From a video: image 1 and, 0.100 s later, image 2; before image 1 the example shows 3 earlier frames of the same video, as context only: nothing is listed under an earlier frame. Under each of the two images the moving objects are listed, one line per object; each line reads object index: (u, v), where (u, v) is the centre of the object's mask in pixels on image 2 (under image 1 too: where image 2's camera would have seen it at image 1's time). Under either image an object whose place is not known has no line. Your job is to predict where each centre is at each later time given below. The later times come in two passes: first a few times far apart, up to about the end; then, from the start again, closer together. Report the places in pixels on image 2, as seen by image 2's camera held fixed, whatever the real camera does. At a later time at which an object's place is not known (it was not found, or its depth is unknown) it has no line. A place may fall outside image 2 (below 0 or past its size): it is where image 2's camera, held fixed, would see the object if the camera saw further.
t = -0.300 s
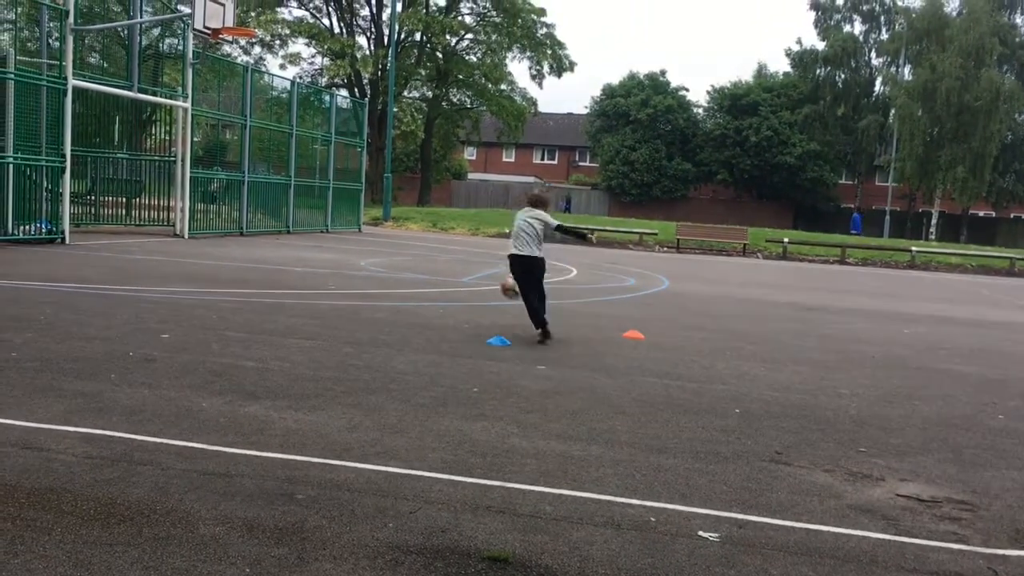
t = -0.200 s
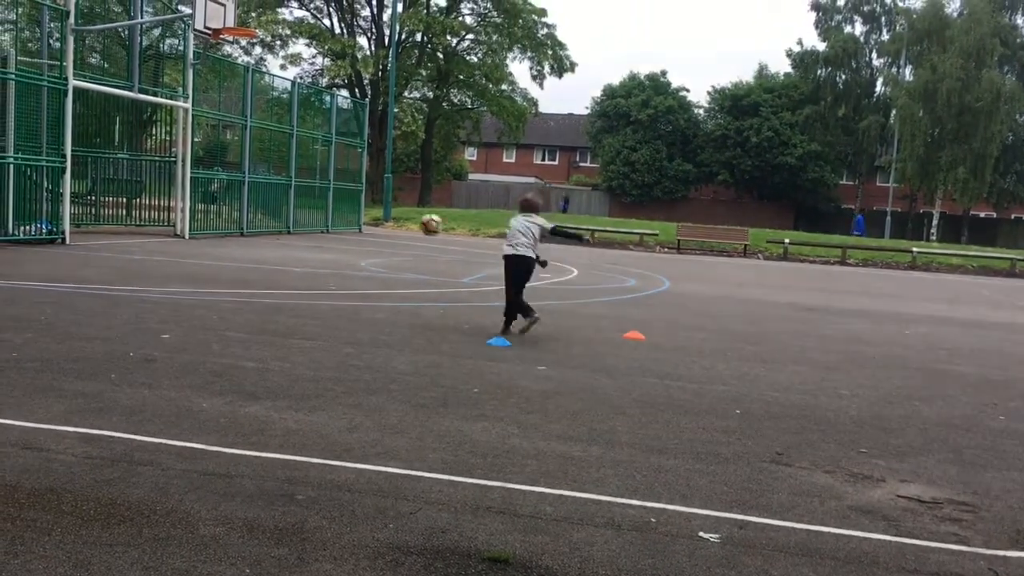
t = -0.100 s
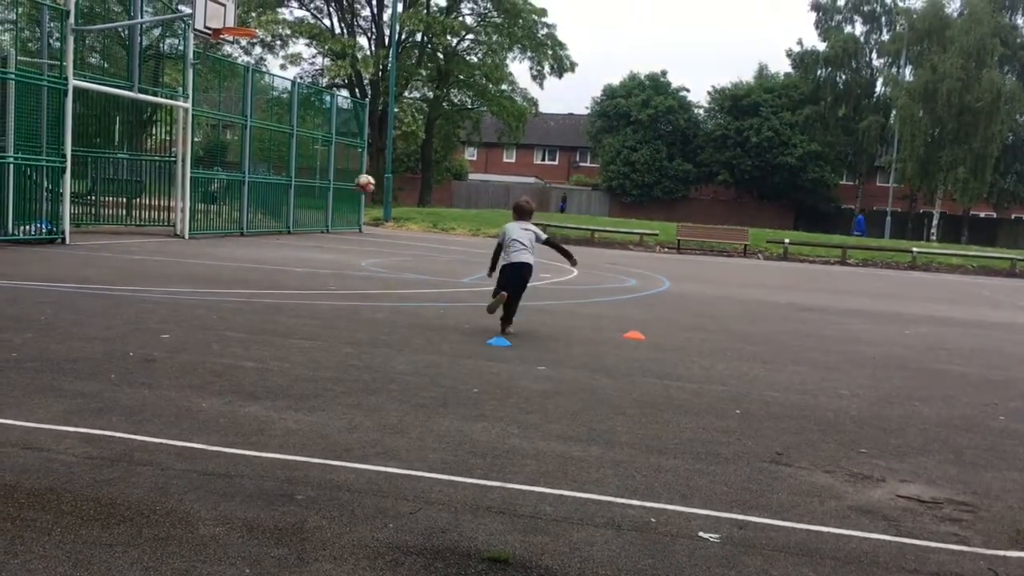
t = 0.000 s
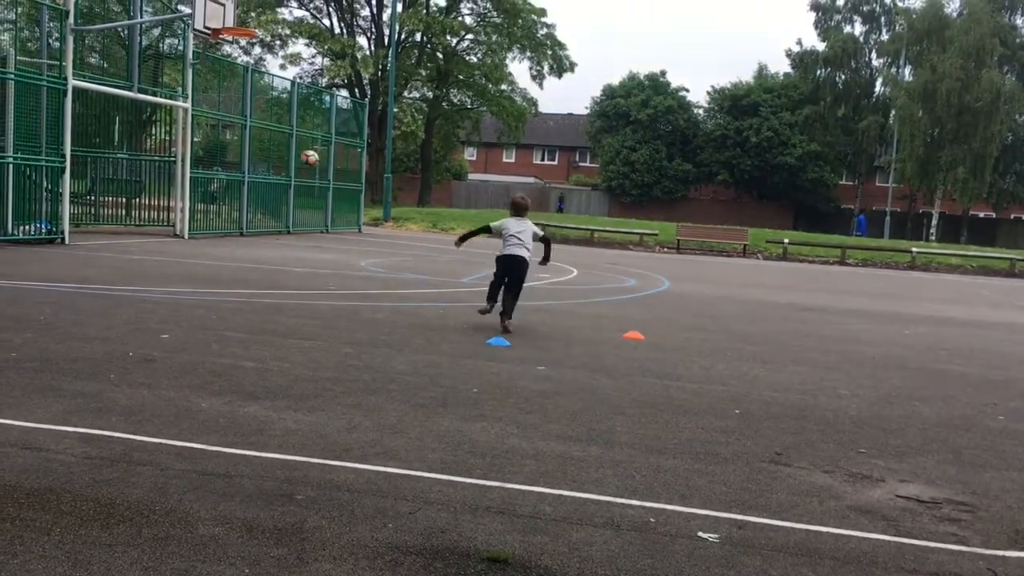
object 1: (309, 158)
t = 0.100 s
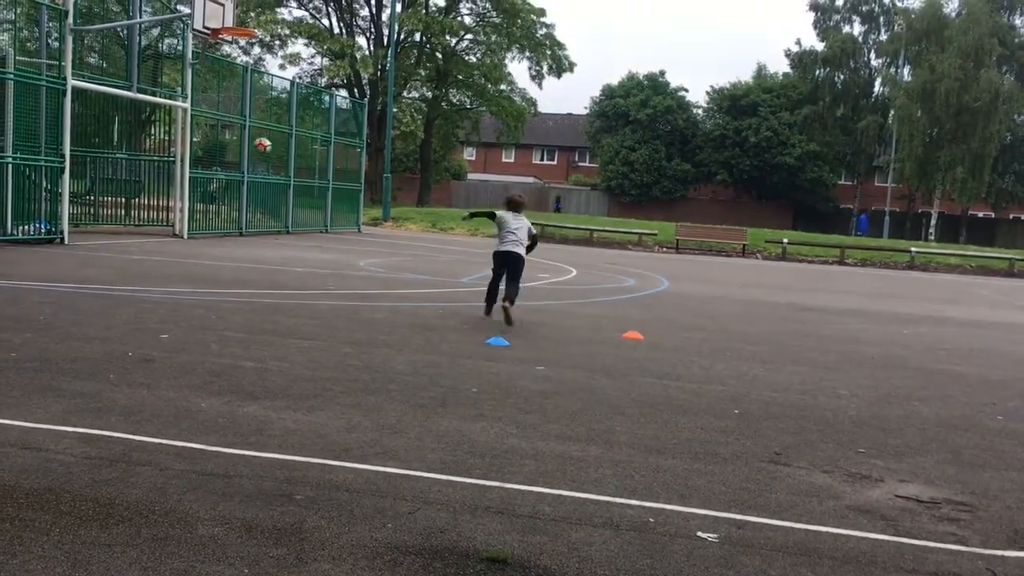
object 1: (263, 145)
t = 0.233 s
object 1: (212, 140)
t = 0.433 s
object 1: (149, 152)
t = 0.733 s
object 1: (197, 196)
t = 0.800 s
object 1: (216, 216)
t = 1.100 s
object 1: (286, 203)
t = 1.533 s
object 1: (390, 233)
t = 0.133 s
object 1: (249, 141)
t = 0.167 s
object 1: (236, 140)
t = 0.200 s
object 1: (223, 140)
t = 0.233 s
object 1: (212, 140)
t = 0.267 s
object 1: (200, 141)
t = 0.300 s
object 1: (188, 142)
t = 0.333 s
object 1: (178, 145)
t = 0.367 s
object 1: (167, 148)
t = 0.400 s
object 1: (158, 149)
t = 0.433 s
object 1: (149, 152)
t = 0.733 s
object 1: (197, 196)
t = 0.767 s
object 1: (206, 206)
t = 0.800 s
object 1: (216, 216)
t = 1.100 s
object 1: (286, 203)
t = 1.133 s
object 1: (293, 199)
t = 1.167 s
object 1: (301, 198)
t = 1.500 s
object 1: (382, 223)
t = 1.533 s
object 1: (390, 233)
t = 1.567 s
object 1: (398, 243)
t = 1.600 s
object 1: (407, 254)
